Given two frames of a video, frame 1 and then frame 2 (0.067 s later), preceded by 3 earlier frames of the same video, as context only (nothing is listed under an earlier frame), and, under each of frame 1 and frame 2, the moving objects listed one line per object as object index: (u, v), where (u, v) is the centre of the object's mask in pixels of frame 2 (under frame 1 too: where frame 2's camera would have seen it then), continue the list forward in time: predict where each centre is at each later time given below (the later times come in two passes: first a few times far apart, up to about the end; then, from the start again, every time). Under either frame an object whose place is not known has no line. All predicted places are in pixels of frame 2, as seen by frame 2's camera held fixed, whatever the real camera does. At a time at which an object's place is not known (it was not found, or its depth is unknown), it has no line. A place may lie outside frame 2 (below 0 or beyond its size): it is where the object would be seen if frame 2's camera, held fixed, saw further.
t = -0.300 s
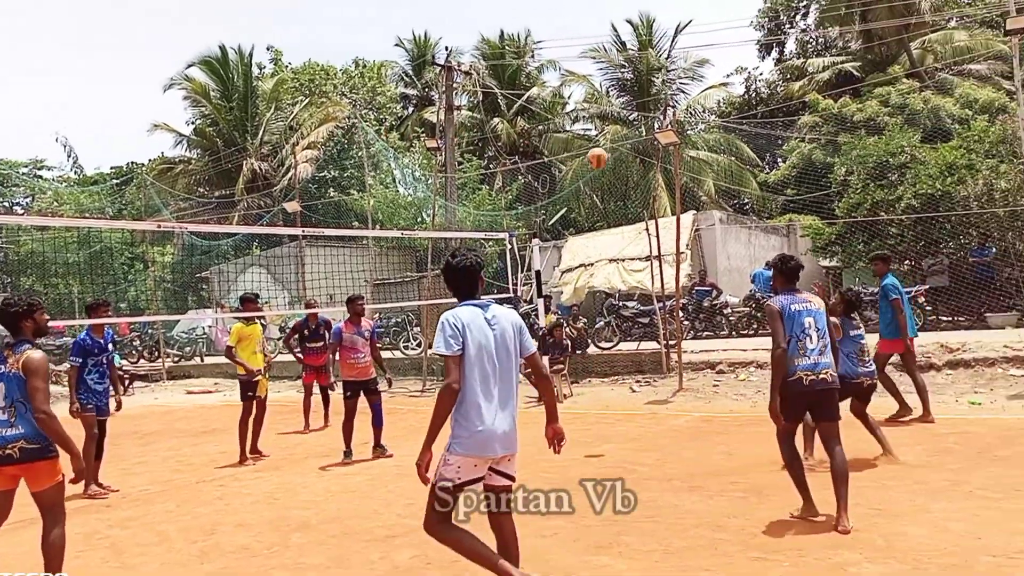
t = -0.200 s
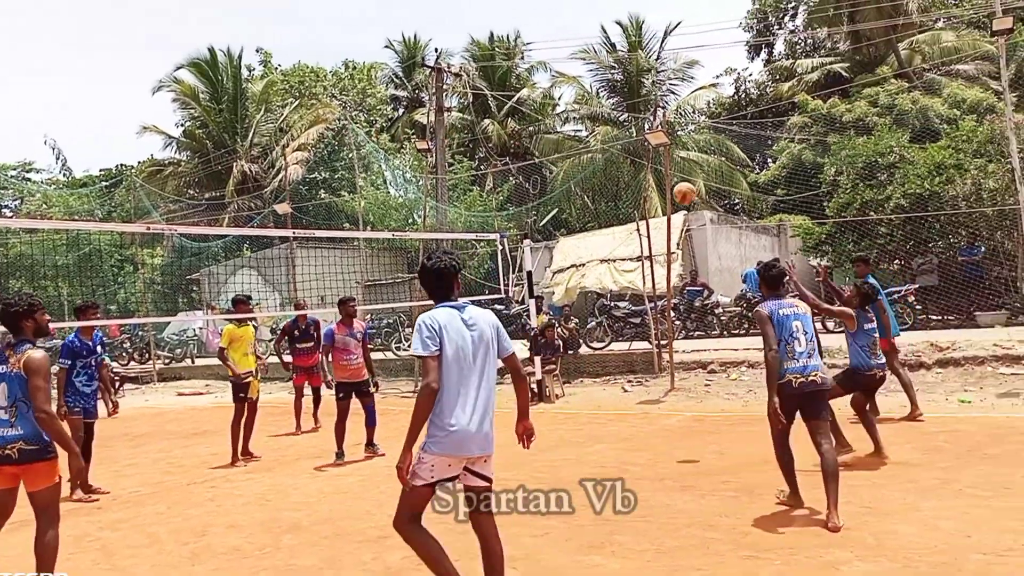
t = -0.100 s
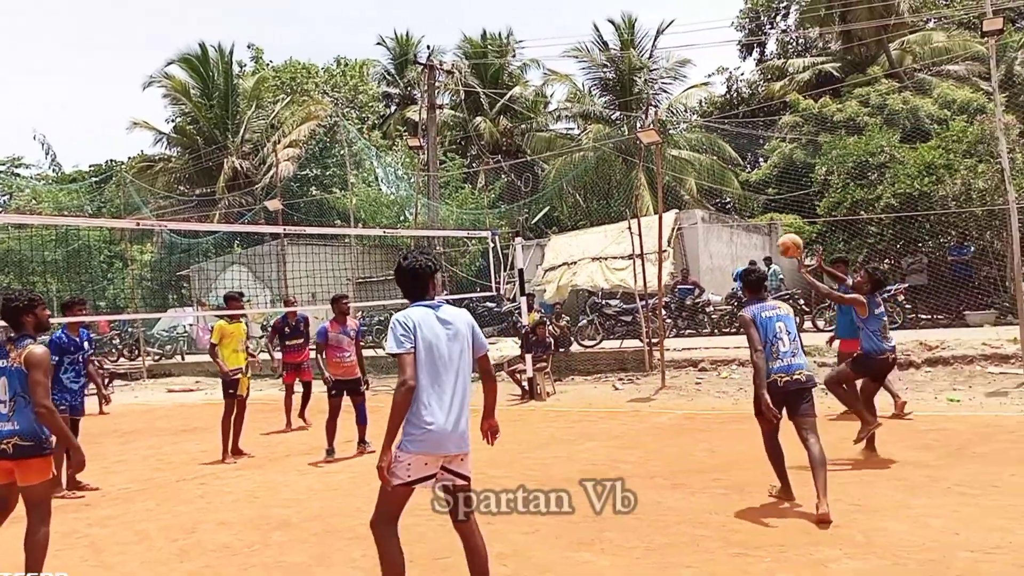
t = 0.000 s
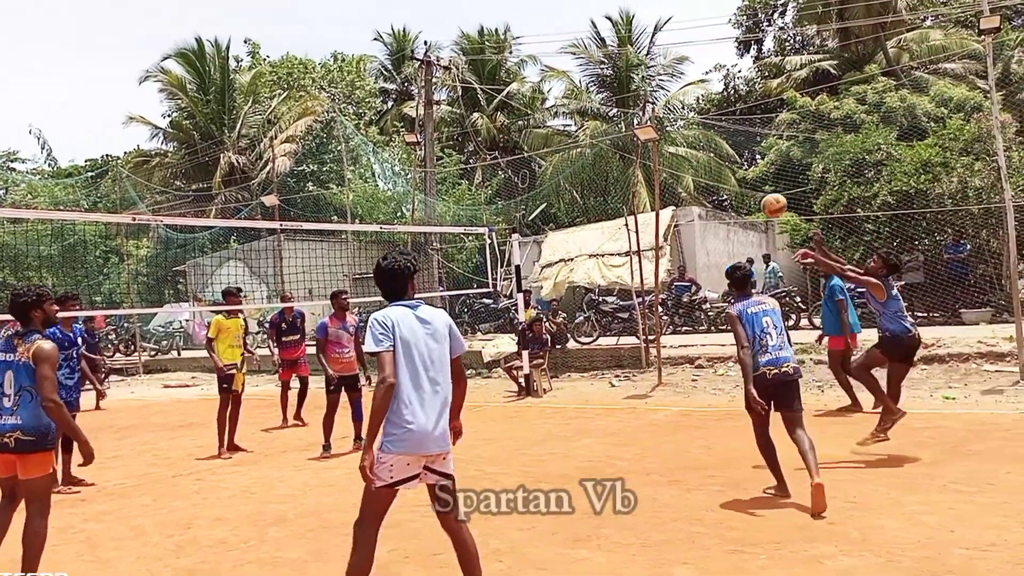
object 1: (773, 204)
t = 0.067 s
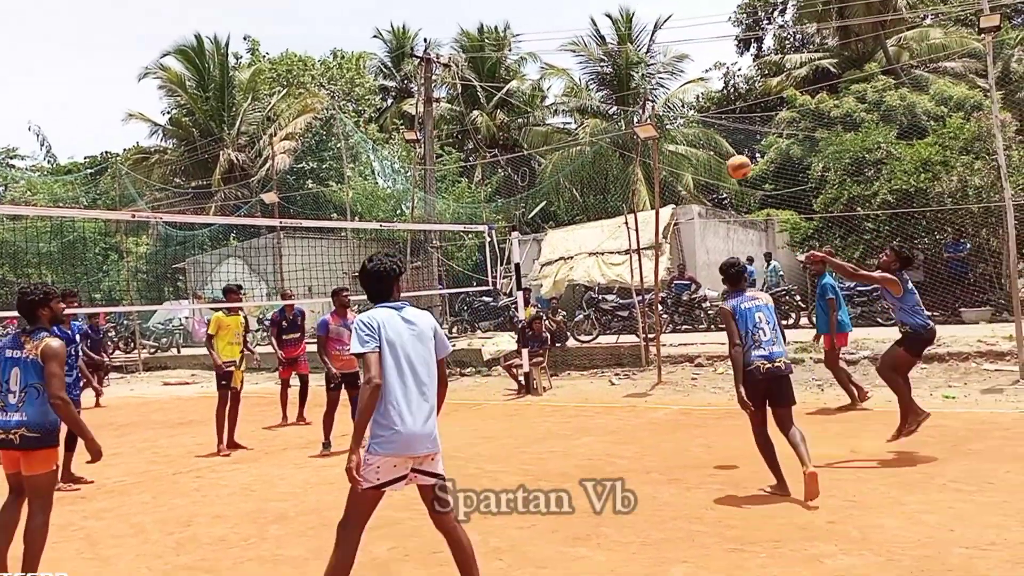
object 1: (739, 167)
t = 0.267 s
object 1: (636, 92)
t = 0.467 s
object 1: (540, 62)
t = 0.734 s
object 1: (425, 93)
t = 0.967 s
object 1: (328, 181)
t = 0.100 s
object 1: (722, 151)
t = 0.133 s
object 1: (704, 136)
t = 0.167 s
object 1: (688, 123)
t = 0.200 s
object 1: (670, 111)
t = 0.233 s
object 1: (653, 101)
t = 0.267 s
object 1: (636, 92)
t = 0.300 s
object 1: (621, 83)
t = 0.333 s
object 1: (605, 76)
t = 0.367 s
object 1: (587, 71)
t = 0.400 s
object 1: (572, 67)
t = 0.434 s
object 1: (555, 65)
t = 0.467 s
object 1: (540, 62)
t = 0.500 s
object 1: (527, 62)
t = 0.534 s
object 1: (512, 63)
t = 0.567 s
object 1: (497, 65)
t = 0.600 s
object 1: (482, 68)
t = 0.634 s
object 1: (468, 73)
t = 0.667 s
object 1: (454, 78)
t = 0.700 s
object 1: (439, 85)
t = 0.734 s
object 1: (425, 93)
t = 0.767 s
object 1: (411, 102)
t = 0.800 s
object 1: (397, 113)
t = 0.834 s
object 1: (383, 123)
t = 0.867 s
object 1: (369, 136)
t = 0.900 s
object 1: (356, 150)
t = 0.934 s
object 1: (342, 165)
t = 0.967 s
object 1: (328, 181)
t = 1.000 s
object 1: (315, 198)
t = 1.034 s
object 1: (302, 217)
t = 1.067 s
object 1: (289, 236)
